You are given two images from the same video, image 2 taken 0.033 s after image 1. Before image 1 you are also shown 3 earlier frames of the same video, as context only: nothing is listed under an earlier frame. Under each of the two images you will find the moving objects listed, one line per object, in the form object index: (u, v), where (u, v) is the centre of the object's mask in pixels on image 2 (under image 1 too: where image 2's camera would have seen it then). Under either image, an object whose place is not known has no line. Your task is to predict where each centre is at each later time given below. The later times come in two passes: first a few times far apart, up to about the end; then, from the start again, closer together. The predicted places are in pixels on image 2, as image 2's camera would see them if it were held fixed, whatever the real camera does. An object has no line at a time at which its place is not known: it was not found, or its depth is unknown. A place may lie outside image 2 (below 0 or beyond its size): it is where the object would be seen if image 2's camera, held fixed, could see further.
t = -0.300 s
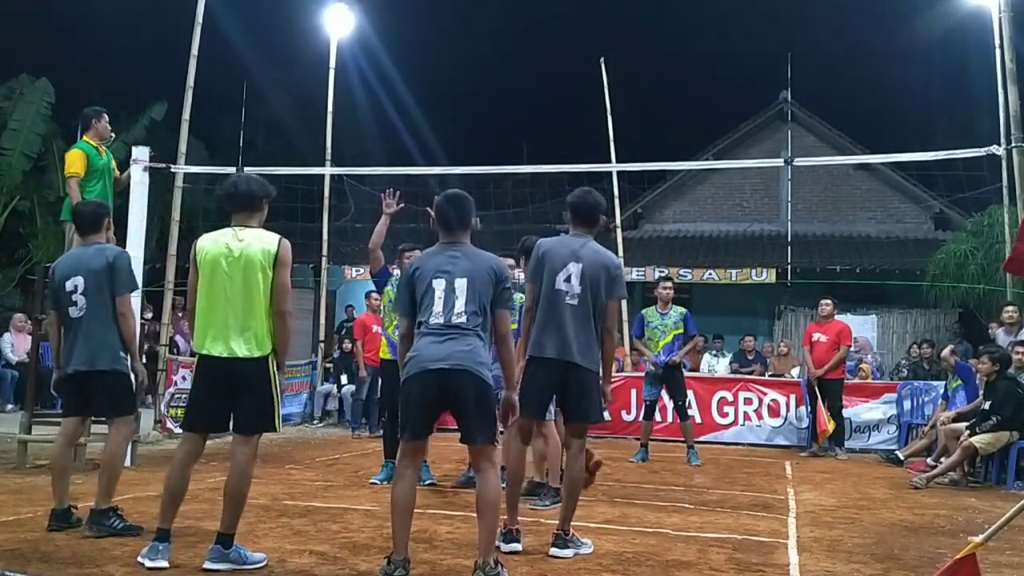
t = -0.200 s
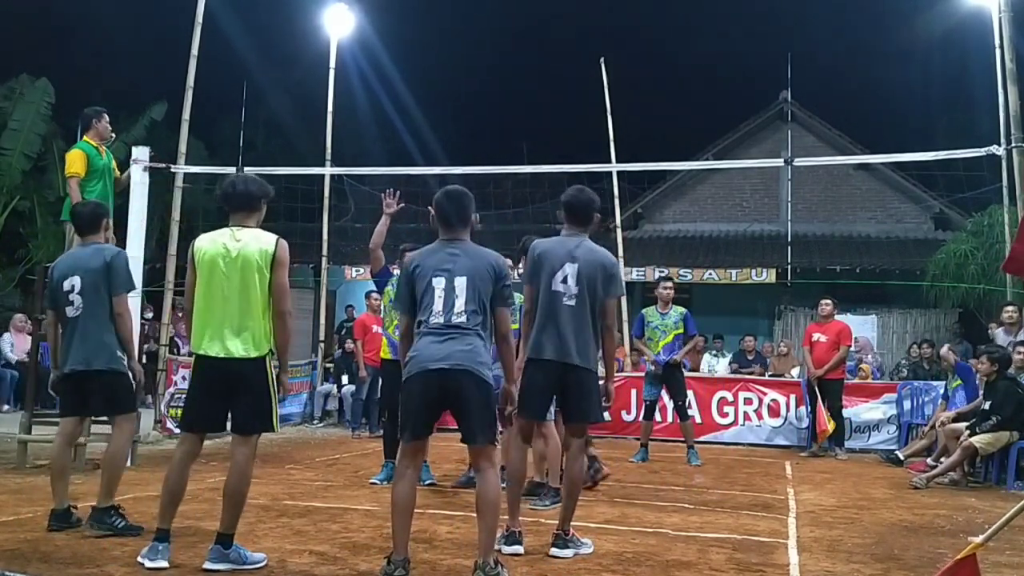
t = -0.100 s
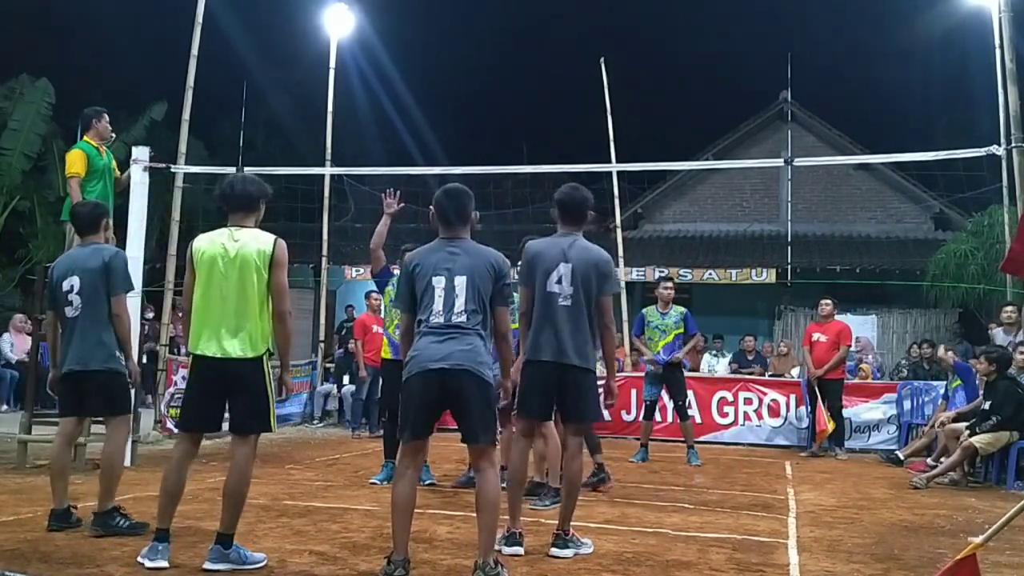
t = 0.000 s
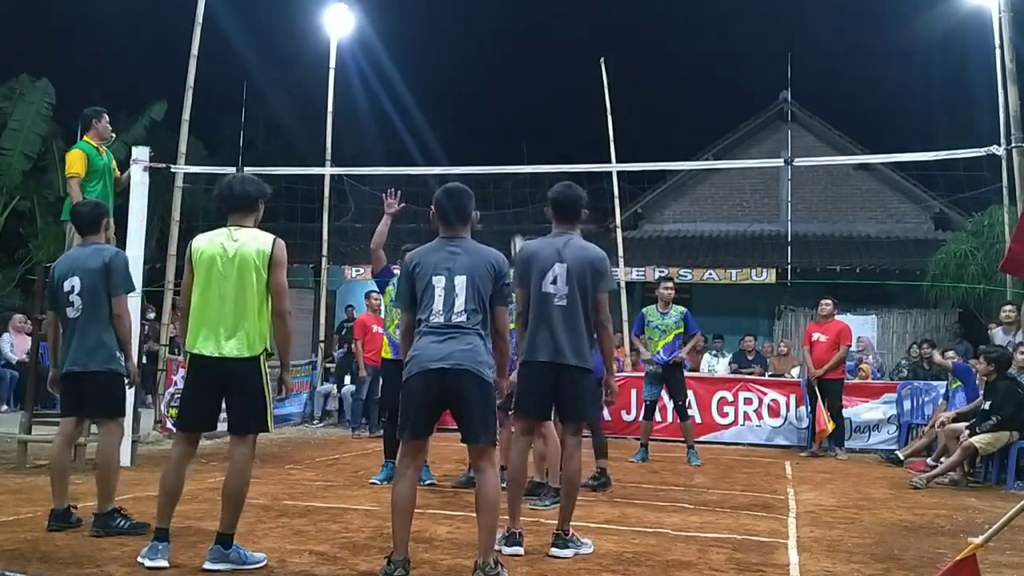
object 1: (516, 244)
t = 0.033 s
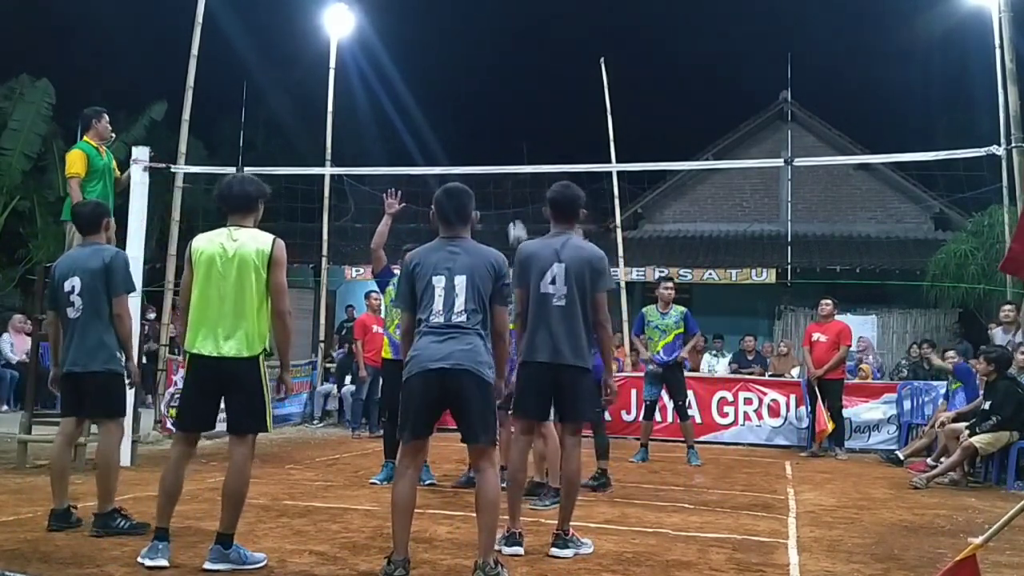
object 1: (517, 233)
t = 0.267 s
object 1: (493, 146)
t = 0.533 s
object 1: (447, 83)
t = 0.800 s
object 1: (372, 93)
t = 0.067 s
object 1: (515, 218)
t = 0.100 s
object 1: (513, 206)
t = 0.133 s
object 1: (508, 194)
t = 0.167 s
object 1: (505, 183)
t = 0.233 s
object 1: (497, 155)
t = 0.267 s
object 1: (493, 146)
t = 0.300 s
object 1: (488, 135)
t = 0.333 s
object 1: (484, 126)
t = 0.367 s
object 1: (479, 116)
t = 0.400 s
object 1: (474, 108)
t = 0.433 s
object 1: (468, 101)
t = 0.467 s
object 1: (461, 94)
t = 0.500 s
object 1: (454, 88)
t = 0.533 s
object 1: (447, 83)
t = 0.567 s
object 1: (441, 80)
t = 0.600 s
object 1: (432, 76)
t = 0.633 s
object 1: (424, 75)
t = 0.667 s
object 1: (415, 75)
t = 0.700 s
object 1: (407, 76)
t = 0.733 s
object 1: (397, 79)
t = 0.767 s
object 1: (385, 85)
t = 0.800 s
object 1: (372, 93)
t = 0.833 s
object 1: (358, 103)
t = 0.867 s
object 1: (345, 114)
